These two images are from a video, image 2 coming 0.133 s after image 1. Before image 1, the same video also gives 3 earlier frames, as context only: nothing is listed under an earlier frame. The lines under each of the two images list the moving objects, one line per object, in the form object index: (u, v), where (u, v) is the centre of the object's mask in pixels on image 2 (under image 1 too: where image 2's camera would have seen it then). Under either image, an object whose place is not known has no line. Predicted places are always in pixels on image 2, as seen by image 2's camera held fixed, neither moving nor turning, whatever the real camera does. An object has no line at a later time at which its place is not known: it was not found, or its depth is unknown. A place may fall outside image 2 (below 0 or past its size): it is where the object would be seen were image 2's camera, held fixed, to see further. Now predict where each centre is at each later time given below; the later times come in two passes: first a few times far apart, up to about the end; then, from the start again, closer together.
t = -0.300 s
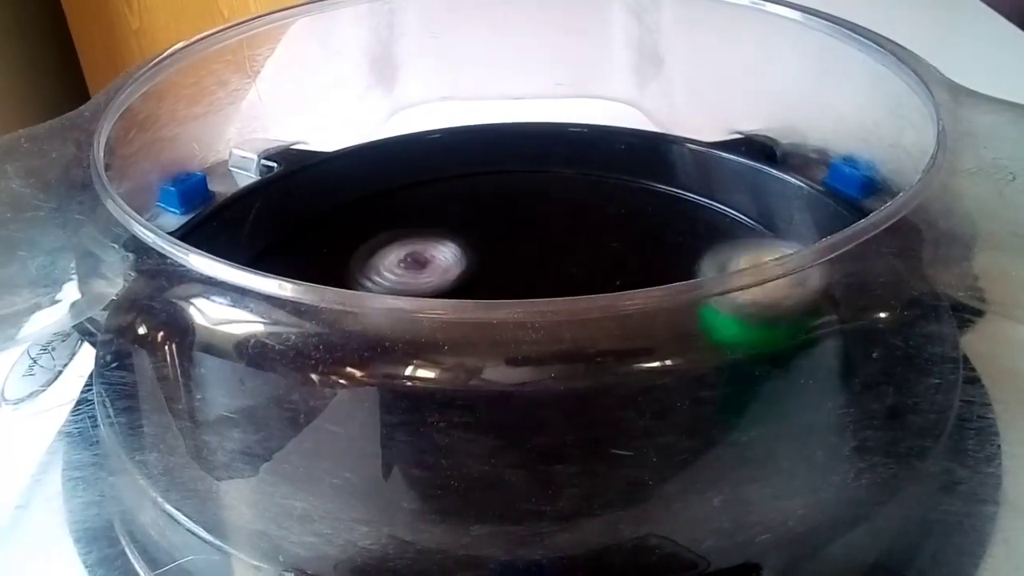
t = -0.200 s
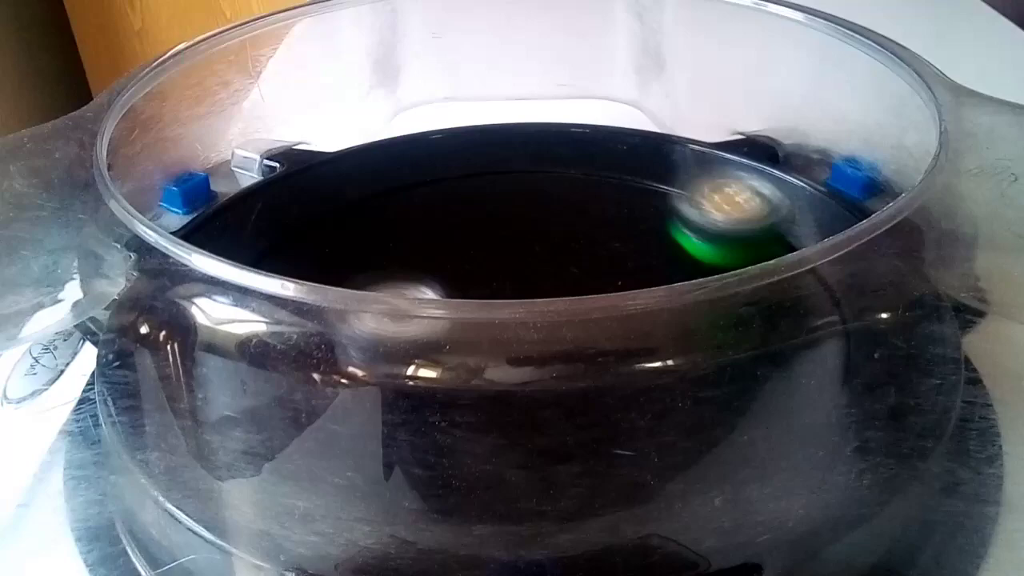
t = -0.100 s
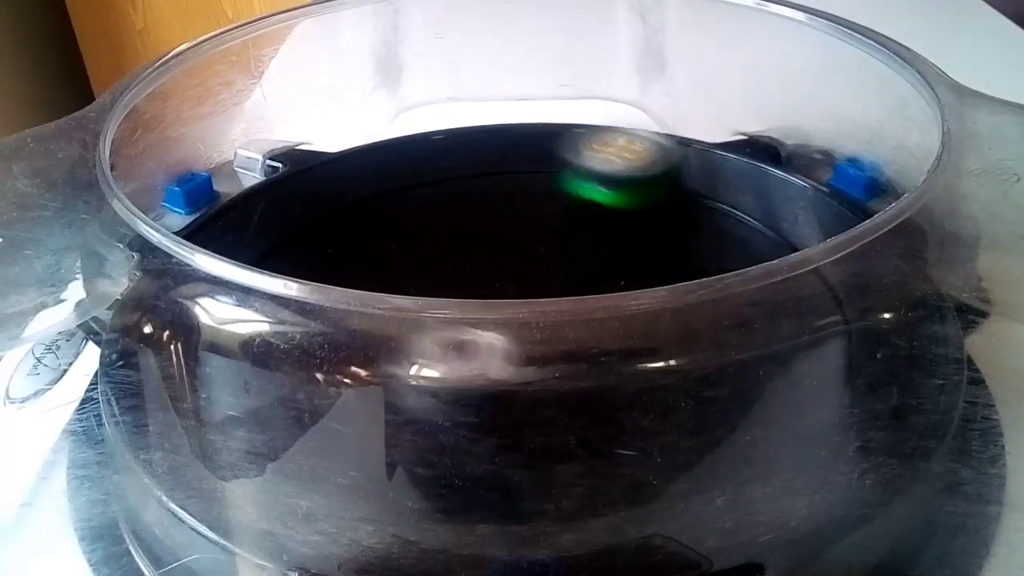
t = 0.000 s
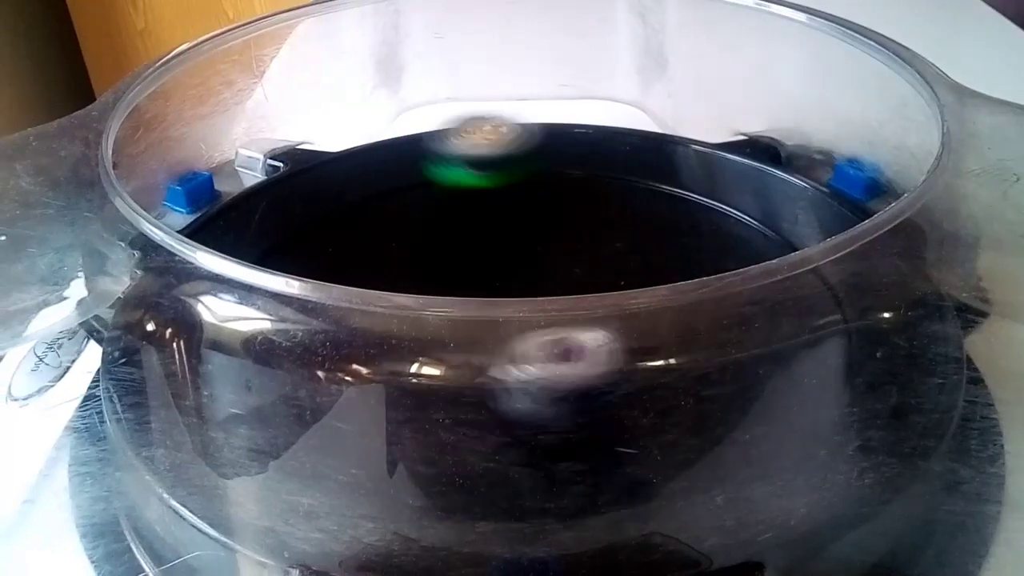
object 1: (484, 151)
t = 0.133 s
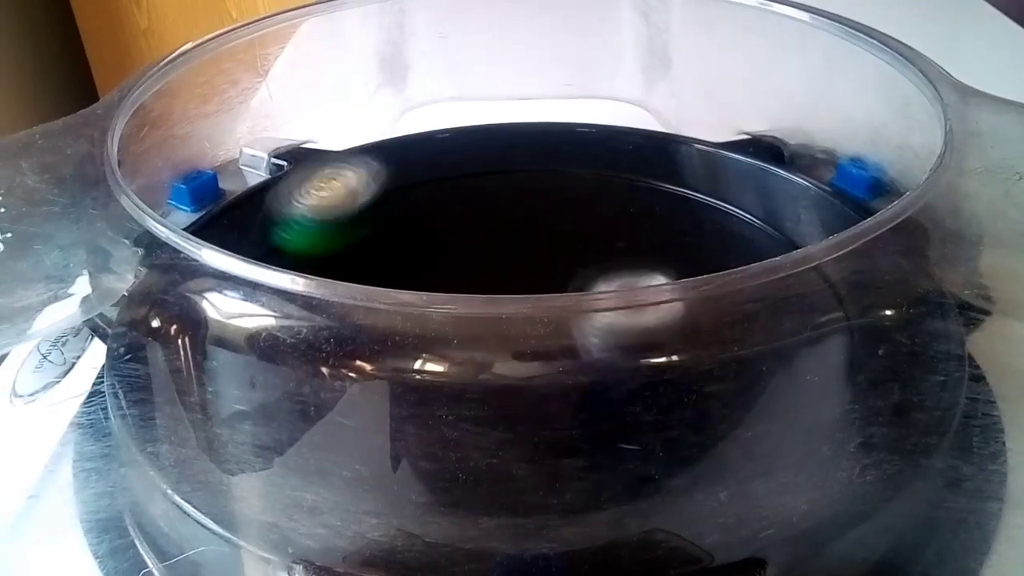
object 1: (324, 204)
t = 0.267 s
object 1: (267, 345)
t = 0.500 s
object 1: (733, 420)
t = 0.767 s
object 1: (700, 177)
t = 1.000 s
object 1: (354, 182)
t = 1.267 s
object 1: (373, 433)
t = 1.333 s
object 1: (500, 450)
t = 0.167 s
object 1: (299, 223)
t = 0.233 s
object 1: (268, 303)
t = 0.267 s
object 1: (267, 345)
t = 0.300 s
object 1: (295, 381)
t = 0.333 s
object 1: (343, 412)
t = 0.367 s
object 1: (411, 440)
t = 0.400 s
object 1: (492, 452)
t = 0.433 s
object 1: (572, 463)
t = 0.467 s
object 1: (650, 445)
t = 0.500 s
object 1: (733, 420)
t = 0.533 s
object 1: (779, 397)
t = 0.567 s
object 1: (813, 360)
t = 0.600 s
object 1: (832, 331)
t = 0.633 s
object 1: (832, 302)
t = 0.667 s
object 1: (812, 259)
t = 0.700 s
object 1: (778, 214)
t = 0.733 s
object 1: (744, 195)
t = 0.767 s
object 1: (700, 177)
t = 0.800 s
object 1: (653, 163)
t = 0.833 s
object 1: (606, 152)
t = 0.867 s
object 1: (554, 149)
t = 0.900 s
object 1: (504, 147)
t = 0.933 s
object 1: (456, 155)
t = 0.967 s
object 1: (403, 167)
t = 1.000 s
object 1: (354, 182)
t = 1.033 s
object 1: (312, 205)
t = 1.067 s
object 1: (284, 220)
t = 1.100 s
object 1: (271, 235)
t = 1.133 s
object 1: (242, 305)
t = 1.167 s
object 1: (255, 353)
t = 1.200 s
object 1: (279, 382)
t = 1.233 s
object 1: (305, 399)
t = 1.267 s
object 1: (373, 433)
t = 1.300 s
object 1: (436, 444)
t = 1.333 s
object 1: (500, 450)
